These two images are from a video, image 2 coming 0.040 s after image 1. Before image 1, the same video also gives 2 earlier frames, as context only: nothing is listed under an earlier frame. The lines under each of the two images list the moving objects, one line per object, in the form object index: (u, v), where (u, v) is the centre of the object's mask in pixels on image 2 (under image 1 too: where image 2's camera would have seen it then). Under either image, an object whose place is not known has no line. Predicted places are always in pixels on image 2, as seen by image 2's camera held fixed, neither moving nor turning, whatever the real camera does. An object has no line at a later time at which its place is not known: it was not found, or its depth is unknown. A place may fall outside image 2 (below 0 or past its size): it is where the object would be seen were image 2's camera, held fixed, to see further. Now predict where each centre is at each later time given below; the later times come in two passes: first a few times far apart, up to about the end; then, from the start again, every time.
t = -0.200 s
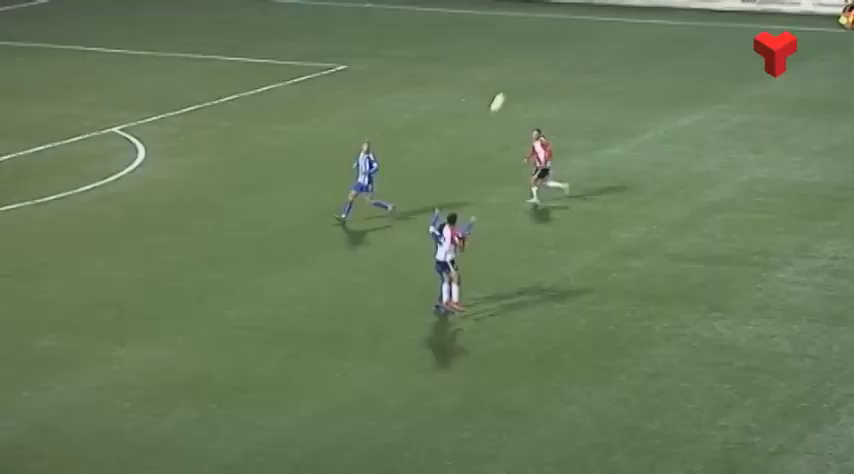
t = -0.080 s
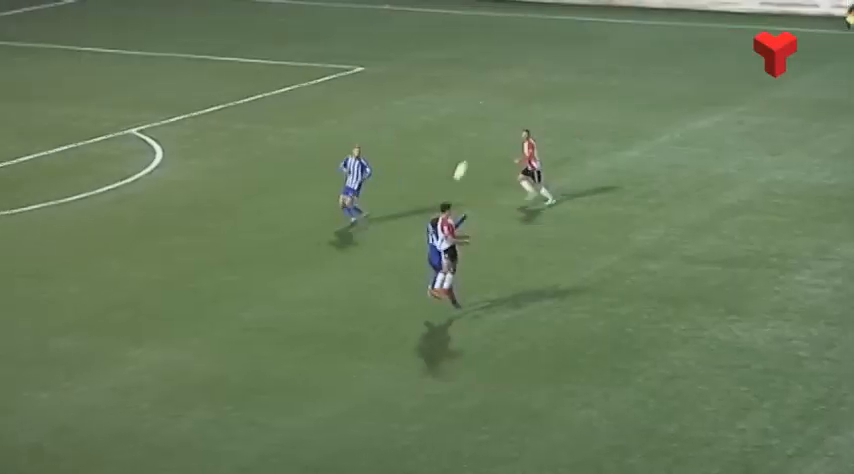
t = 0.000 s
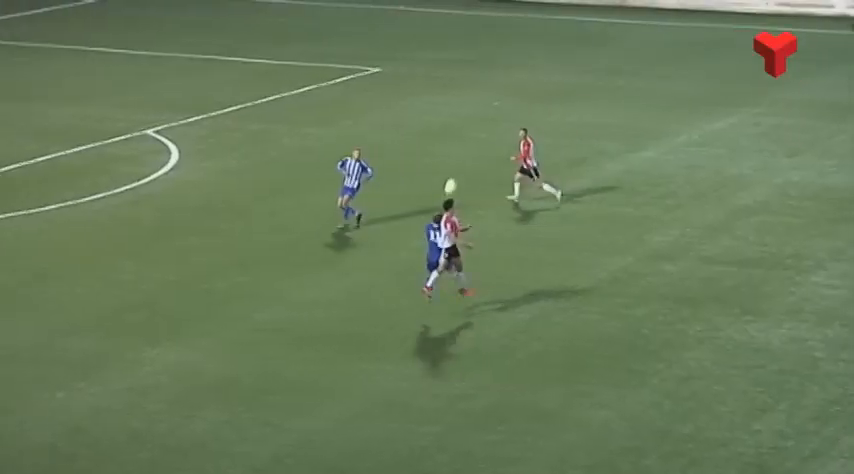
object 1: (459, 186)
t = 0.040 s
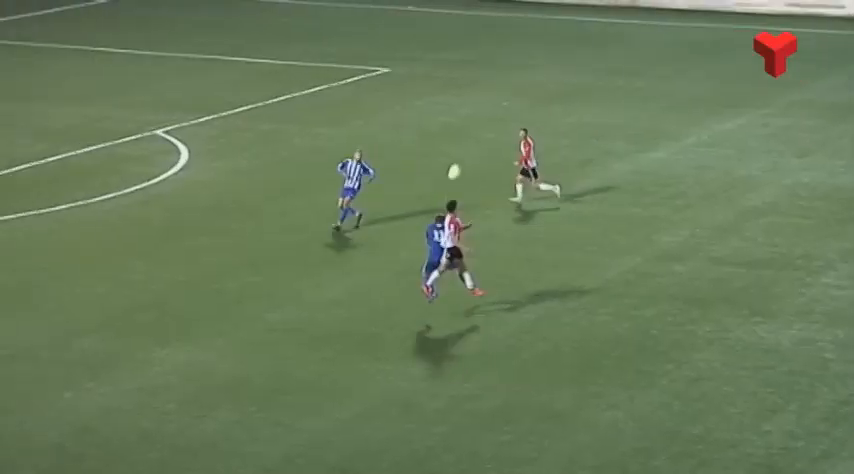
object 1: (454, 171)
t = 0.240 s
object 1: (427, 115)
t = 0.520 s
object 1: (392, 79)
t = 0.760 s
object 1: (362, 85)
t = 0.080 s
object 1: (448, 158)
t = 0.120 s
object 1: (443, 145)
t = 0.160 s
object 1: (437, 134)
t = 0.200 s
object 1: (432, 124)
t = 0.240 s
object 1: (427, 115)
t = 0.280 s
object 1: (421, 107)
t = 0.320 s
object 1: (416, 100)
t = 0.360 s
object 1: (411, 94)
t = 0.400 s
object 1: (407, 88)
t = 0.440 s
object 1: (401, 84)
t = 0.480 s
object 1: (397, 81)
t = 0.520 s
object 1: (392, 79)
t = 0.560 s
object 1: (387, 78)
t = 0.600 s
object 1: (381, 78)
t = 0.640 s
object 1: (377, 78)
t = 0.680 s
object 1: (372, 79)
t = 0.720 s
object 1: (367, 82)
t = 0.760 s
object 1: (362, 85)
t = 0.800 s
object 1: (357, 89)
